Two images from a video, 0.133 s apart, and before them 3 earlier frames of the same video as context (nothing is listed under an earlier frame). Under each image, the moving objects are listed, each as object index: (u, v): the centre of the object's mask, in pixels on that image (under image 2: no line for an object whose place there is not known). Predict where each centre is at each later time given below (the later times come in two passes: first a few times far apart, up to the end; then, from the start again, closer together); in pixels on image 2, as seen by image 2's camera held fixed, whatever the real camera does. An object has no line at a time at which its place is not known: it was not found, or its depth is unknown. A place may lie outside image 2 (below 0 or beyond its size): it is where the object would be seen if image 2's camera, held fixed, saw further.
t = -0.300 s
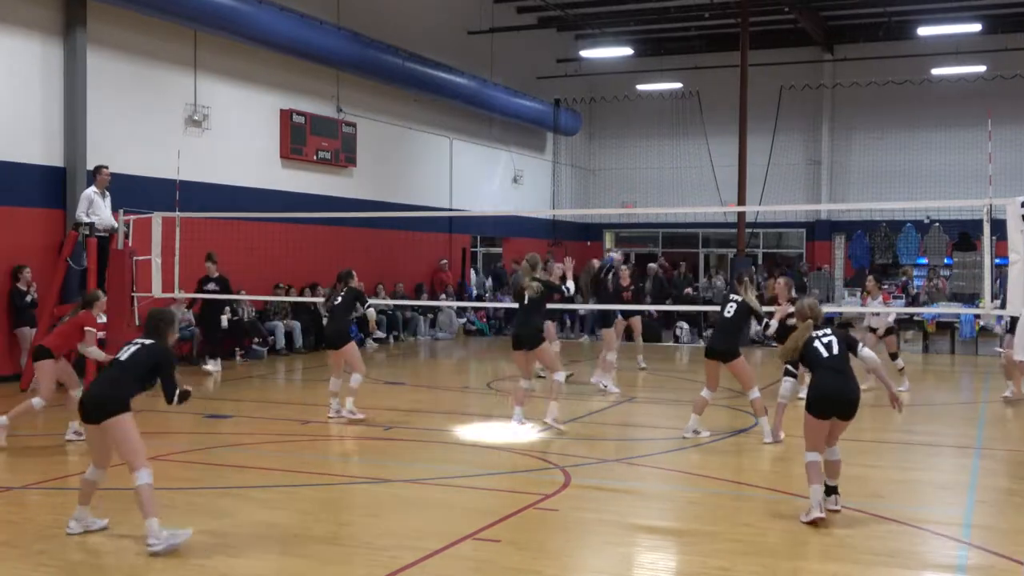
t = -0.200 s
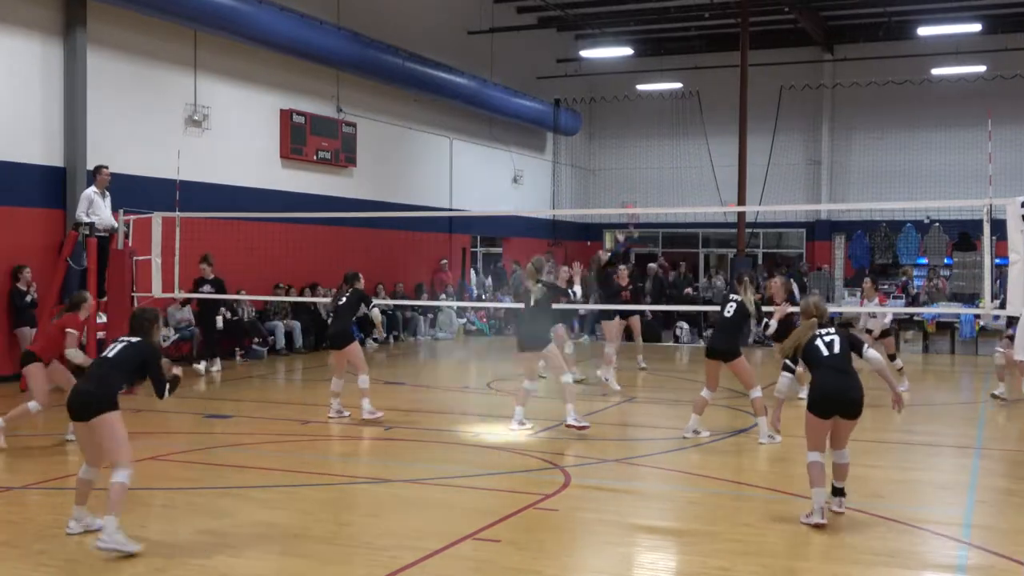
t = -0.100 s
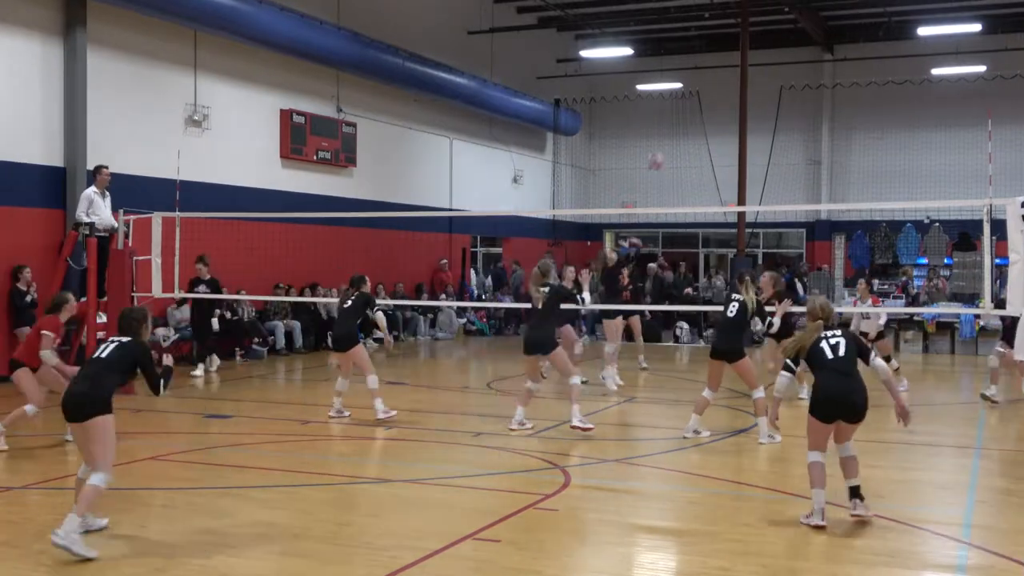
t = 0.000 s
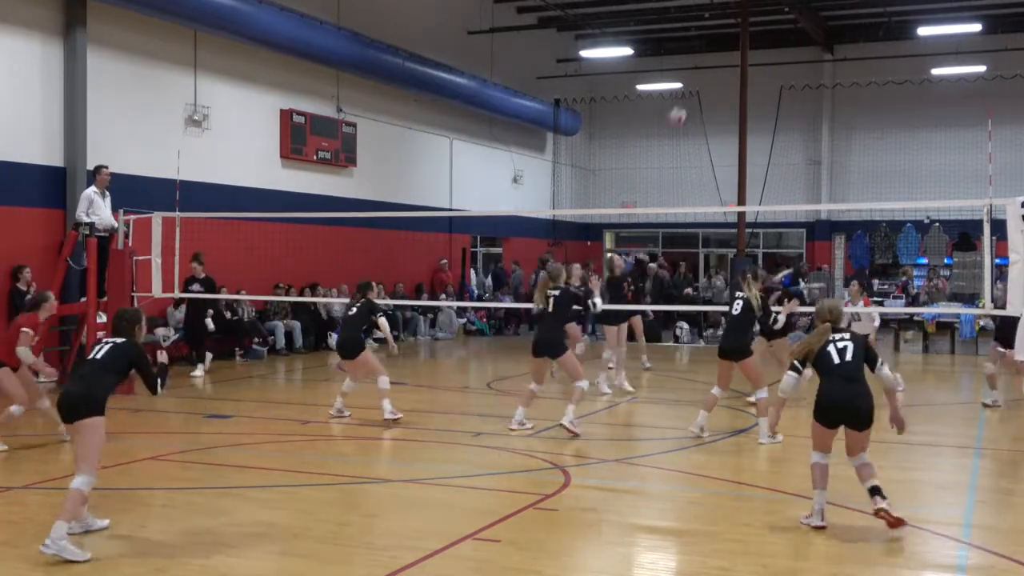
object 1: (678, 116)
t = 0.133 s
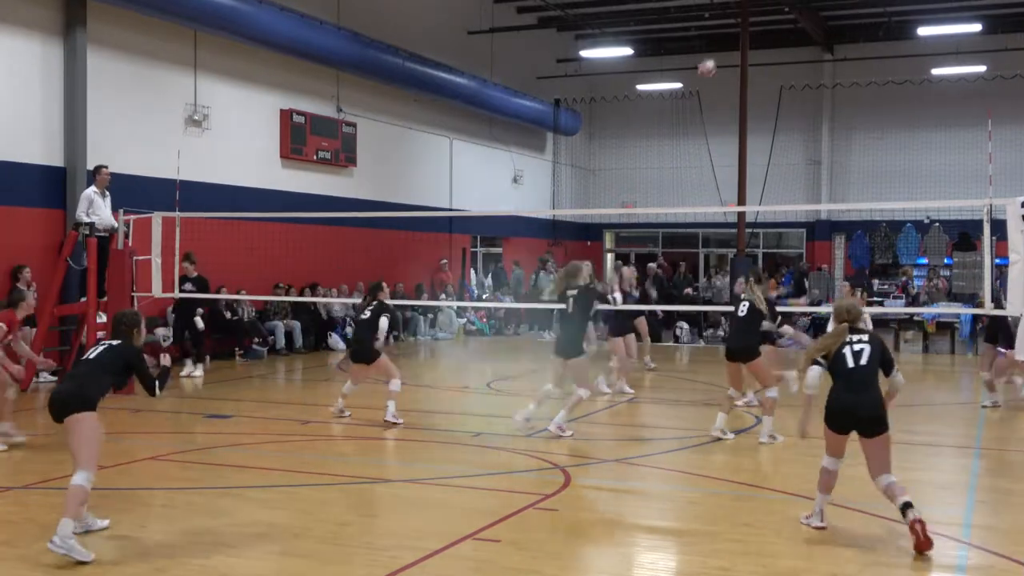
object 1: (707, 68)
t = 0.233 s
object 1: (728, 41)
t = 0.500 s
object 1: (789, 8)
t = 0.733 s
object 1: (842, 29)
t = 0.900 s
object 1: (881, 74)
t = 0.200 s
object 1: (721, 48)
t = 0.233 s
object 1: (728, 41)
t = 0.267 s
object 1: (736, 34)
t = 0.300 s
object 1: (743, 28)
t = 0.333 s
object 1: (751, 22)
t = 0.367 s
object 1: (758, 17)
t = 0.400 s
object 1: (766, 13)
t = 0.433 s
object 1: (773, 10)
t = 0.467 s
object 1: (781, 9)
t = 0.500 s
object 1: (789, 8)
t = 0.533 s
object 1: (796, 8)
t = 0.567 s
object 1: (804, 9)
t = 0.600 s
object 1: (812, 10)
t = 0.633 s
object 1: (819, 14)
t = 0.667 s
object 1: (827, 18)
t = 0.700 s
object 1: (835, 23)
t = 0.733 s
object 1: (842, 29)
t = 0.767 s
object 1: (850, 36)
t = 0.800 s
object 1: (858, 44)
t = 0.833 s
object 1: (865, 53)
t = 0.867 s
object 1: (873, 63)
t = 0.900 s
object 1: (881, 74)
